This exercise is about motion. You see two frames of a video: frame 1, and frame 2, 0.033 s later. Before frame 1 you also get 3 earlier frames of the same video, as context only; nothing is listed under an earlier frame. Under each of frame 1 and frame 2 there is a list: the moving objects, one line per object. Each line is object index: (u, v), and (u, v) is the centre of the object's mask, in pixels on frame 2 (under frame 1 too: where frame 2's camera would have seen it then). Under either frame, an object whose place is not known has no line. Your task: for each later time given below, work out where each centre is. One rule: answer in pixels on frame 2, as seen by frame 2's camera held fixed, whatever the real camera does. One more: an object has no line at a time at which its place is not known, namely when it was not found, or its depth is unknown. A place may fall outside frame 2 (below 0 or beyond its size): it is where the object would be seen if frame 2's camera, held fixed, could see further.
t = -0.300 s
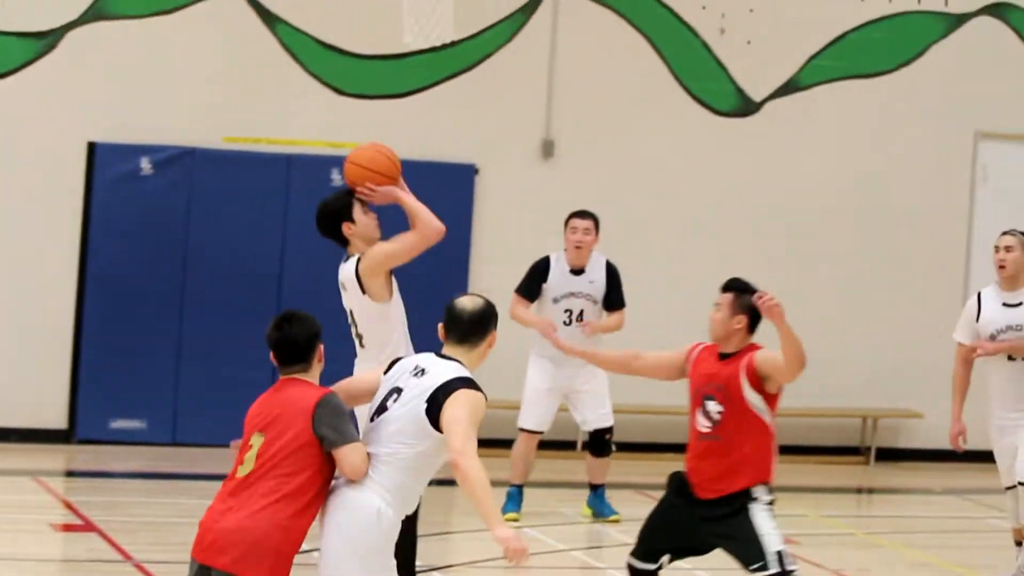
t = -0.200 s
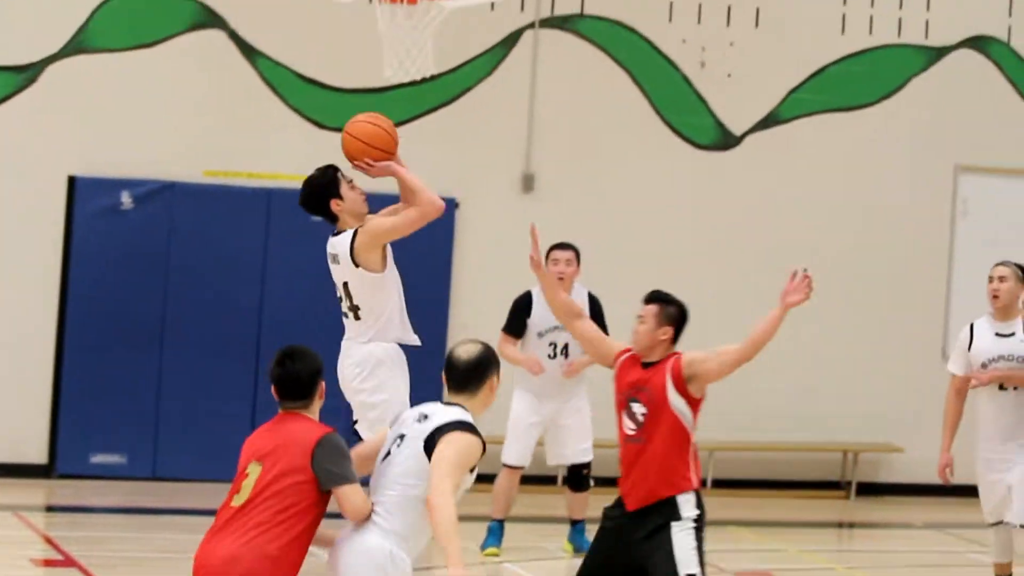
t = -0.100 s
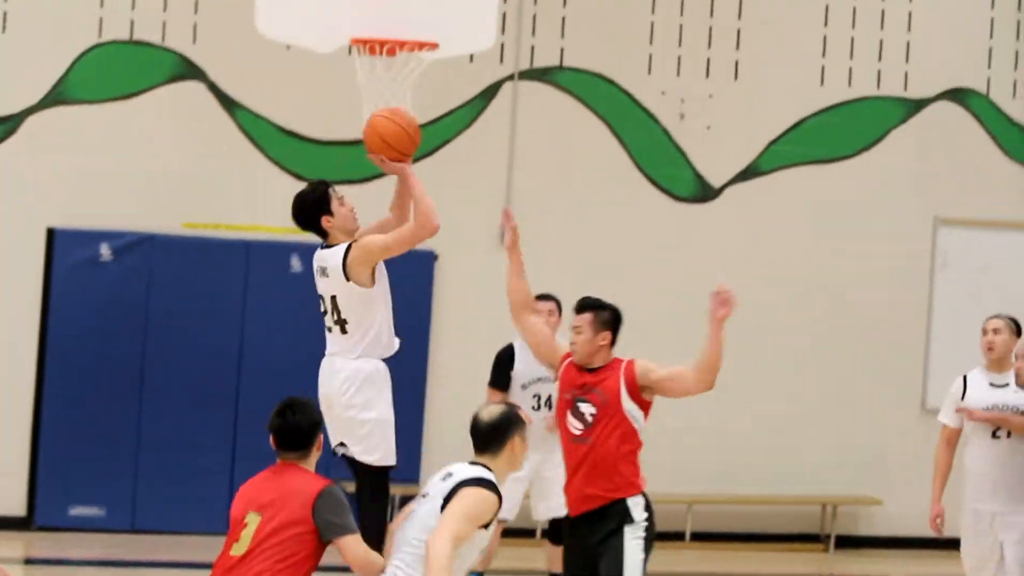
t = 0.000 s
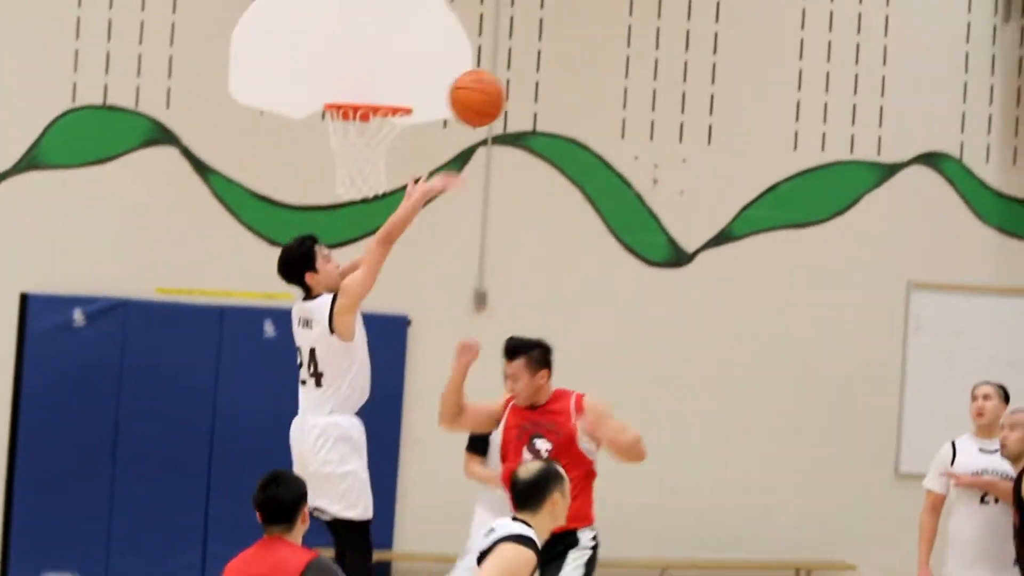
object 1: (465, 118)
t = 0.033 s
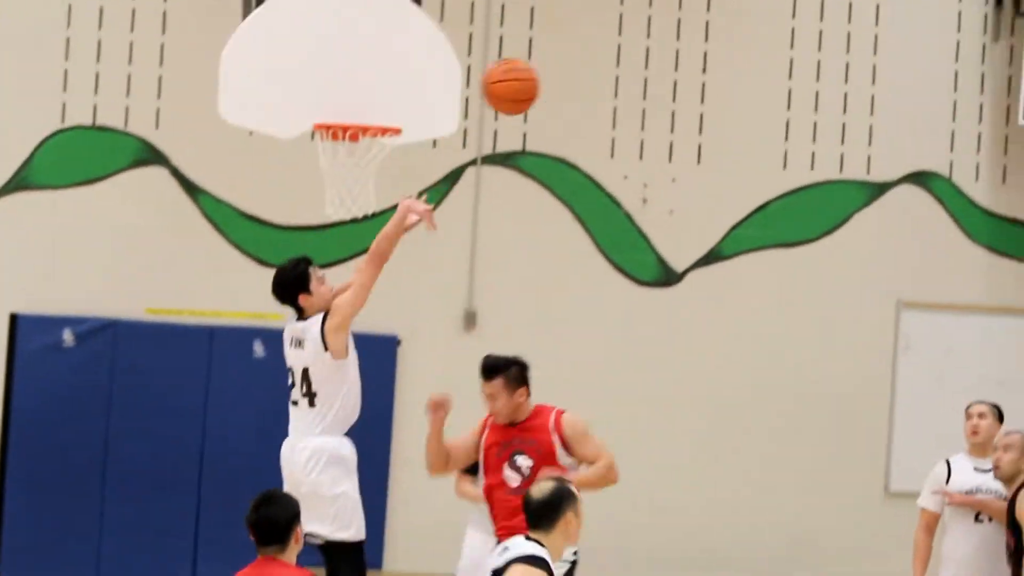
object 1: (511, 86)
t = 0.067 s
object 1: (556, 57)
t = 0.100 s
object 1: (601, 30)
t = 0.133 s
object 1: (646, 5)
